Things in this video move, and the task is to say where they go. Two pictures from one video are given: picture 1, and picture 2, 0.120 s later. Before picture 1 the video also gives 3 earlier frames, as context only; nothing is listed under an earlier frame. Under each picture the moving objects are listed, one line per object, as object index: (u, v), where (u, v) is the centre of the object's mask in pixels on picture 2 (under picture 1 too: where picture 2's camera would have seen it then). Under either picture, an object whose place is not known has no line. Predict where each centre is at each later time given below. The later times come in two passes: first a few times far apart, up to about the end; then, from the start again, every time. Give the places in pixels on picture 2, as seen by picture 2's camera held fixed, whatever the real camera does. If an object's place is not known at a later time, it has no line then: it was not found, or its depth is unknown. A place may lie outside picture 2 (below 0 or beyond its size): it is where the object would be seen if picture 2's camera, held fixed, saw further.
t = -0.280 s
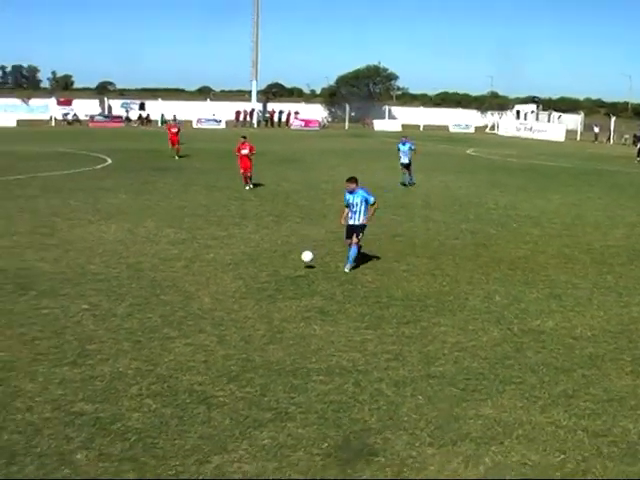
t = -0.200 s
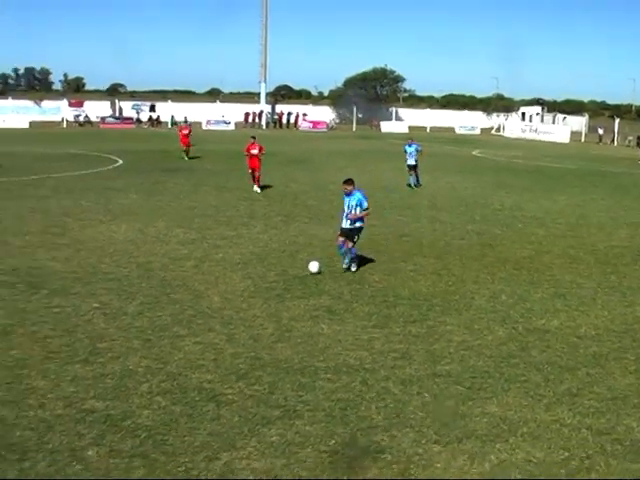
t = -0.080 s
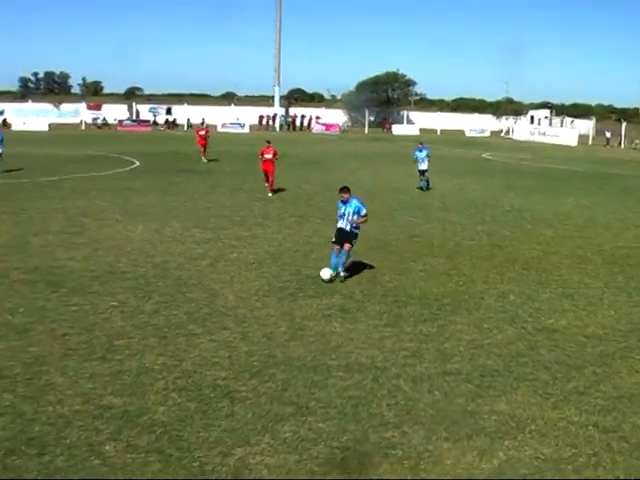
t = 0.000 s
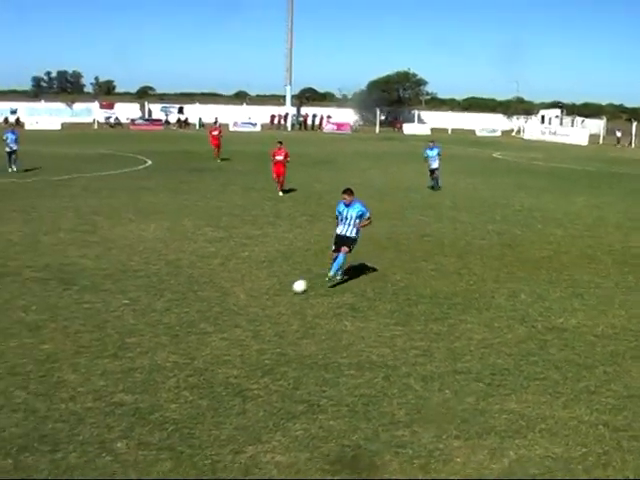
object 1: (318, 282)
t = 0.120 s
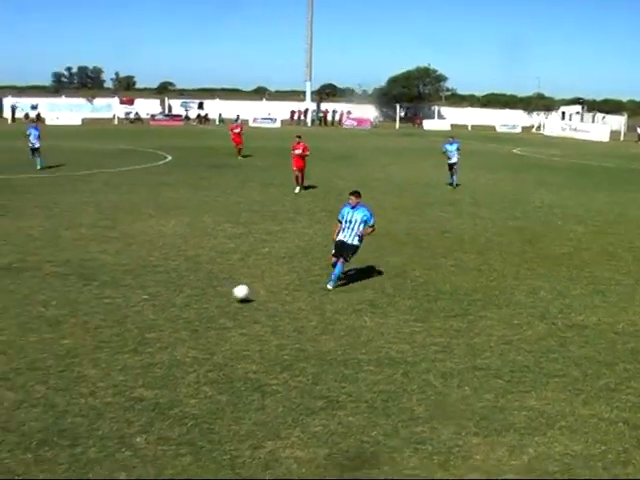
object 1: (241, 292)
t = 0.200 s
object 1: (181, 304)
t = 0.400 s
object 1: (16, 330)
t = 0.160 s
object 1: (212, 298)
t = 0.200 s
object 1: (181, 304)
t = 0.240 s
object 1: (148, 313)
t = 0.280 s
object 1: (116, 320)
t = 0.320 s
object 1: (85, 322)
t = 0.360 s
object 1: (52, 326)
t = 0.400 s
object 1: (16, 330)
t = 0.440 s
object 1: (-22, 336)
